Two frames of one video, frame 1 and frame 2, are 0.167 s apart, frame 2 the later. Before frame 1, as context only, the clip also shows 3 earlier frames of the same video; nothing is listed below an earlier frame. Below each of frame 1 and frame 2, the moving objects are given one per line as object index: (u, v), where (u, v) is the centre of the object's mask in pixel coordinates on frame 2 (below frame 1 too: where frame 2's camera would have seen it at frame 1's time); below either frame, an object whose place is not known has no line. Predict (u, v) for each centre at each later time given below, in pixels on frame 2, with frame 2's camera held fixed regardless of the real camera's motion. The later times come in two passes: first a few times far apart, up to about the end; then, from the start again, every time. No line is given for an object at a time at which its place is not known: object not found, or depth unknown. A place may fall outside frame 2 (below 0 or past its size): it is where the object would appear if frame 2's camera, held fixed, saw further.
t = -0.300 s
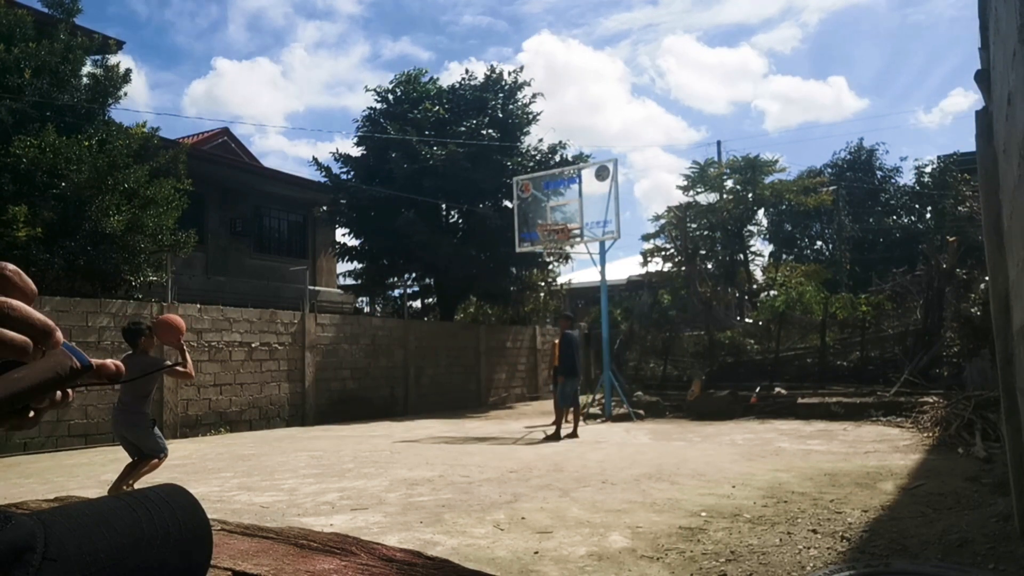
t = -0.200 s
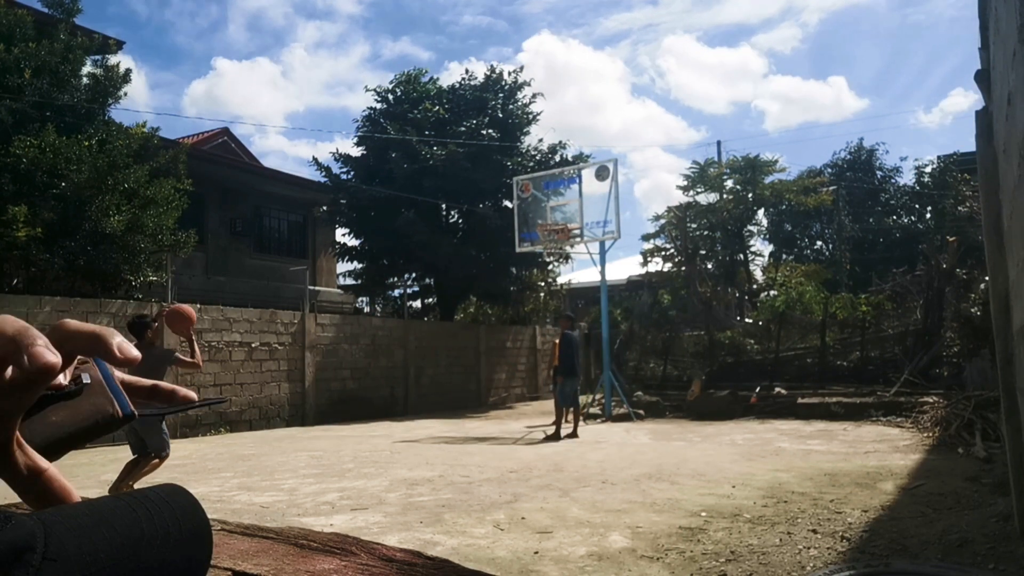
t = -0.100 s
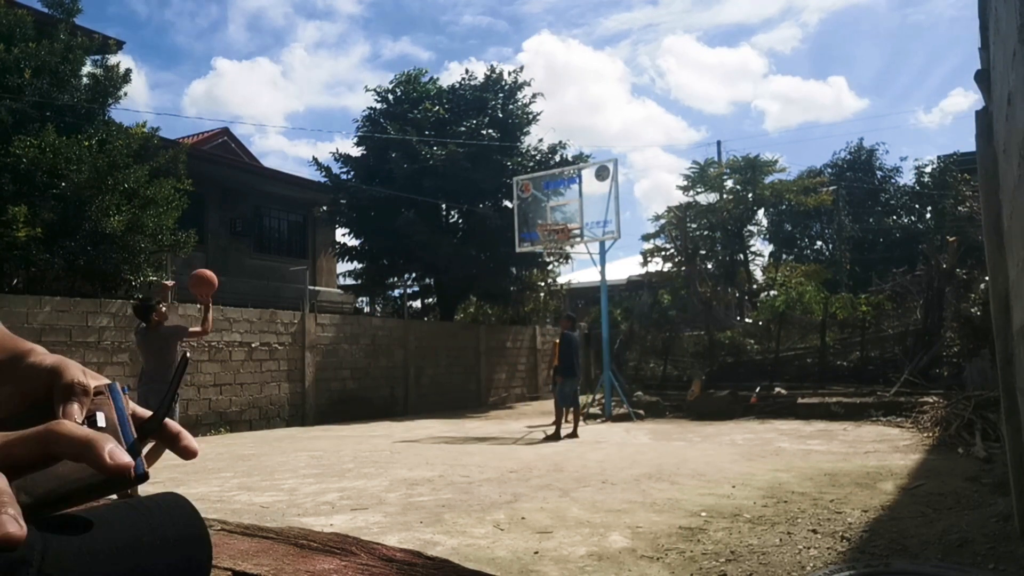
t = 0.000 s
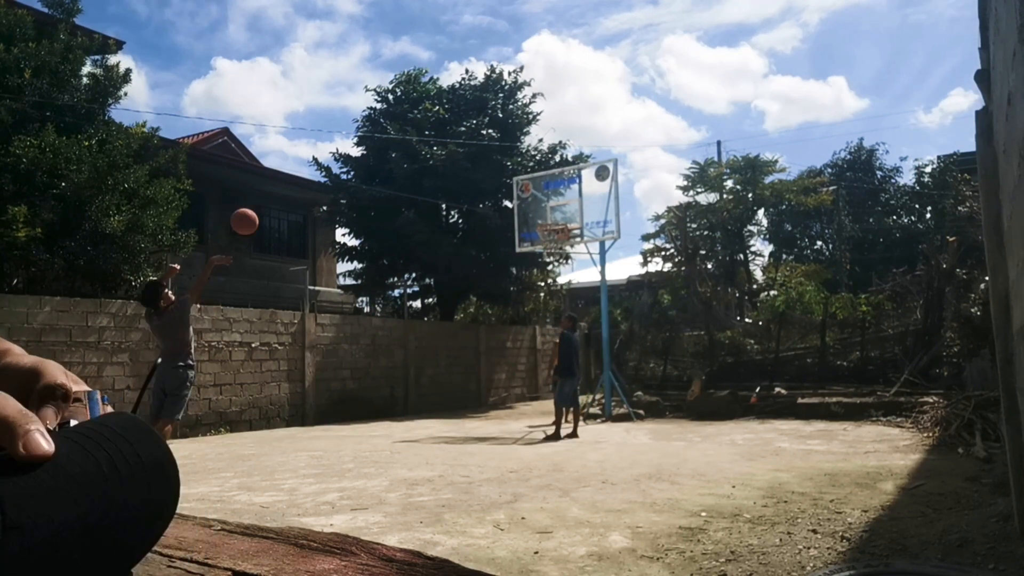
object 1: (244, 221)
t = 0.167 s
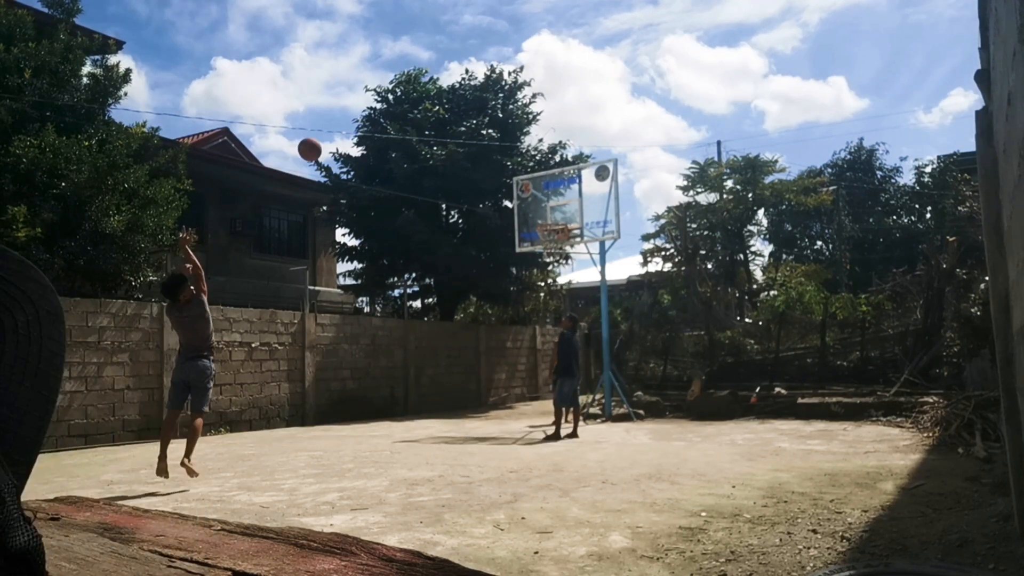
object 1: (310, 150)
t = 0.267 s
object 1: (343, 124)
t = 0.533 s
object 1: (419, 105)
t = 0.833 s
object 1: (487, 149)
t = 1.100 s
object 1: (535, 227)
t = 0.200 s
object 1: (321, 139)
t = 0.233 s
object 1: (333, 131)
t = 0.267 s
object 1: (343, 124)
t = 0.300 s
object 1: (354, 118)
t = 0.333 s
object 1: (364, 113)
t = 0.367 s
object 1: (374, 109)
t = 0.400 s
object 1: (384, 107)
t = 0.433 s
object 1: (393, 105)
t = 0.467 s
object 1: (402, 104)
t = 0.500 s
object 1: (411, 104)
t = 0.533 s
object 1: (419, 105)
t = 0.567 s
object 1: (428, 107)
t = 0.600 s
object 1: (436, 110)
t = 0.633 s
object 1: (443, 113)
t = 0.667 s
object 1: (451, 118)
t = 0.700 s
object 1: (459, 123)
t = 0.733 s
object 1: (466, 128)
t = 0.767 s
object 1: (473, 135)
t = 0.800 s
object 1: (480, 142)
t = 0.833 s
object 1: (487, 149)
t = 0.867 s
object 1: (493, 157)
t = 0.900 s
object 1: (500, 166)
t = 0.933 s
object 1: (506, 175)
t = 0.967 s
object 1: (512, 185)
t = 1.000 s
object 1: (519, 196)
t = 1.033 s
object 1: (524, 206)
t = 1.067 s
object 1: (530, 218)
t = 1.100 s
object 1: (535, 227)
